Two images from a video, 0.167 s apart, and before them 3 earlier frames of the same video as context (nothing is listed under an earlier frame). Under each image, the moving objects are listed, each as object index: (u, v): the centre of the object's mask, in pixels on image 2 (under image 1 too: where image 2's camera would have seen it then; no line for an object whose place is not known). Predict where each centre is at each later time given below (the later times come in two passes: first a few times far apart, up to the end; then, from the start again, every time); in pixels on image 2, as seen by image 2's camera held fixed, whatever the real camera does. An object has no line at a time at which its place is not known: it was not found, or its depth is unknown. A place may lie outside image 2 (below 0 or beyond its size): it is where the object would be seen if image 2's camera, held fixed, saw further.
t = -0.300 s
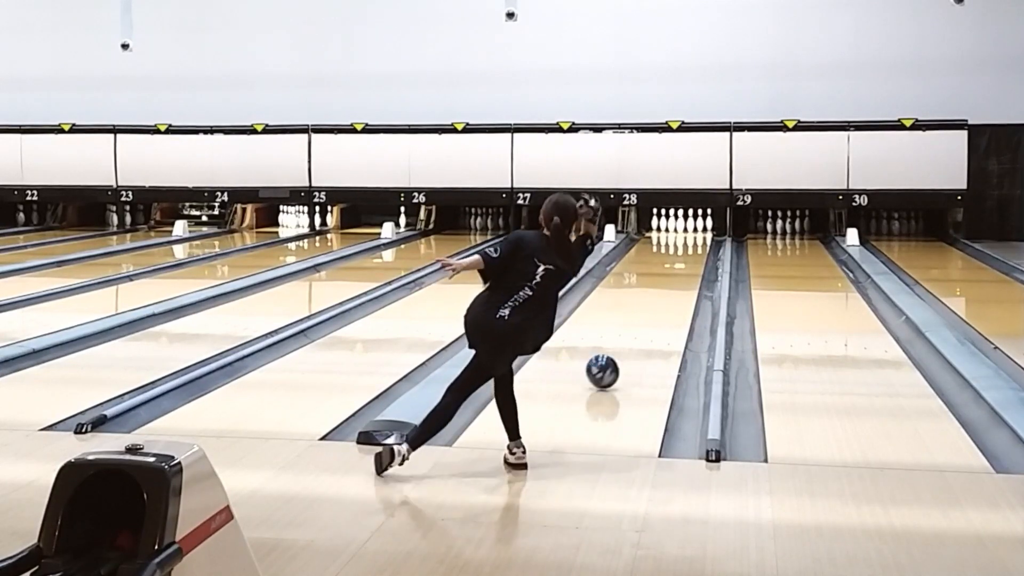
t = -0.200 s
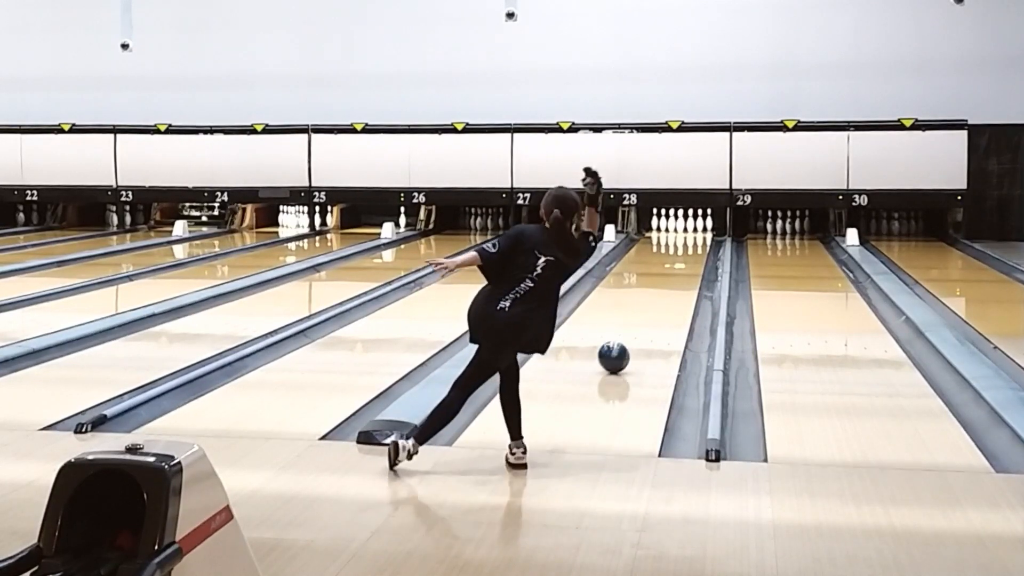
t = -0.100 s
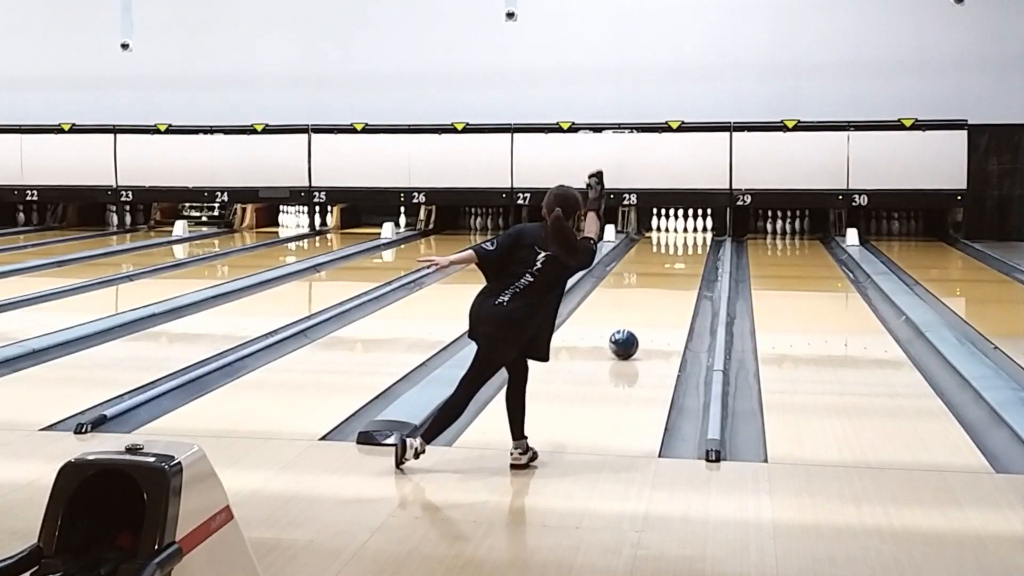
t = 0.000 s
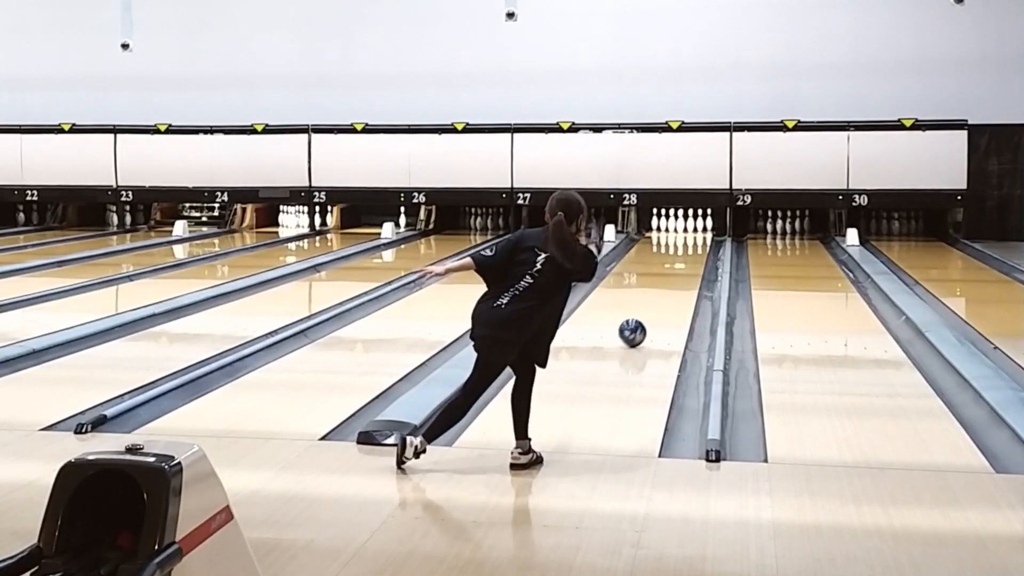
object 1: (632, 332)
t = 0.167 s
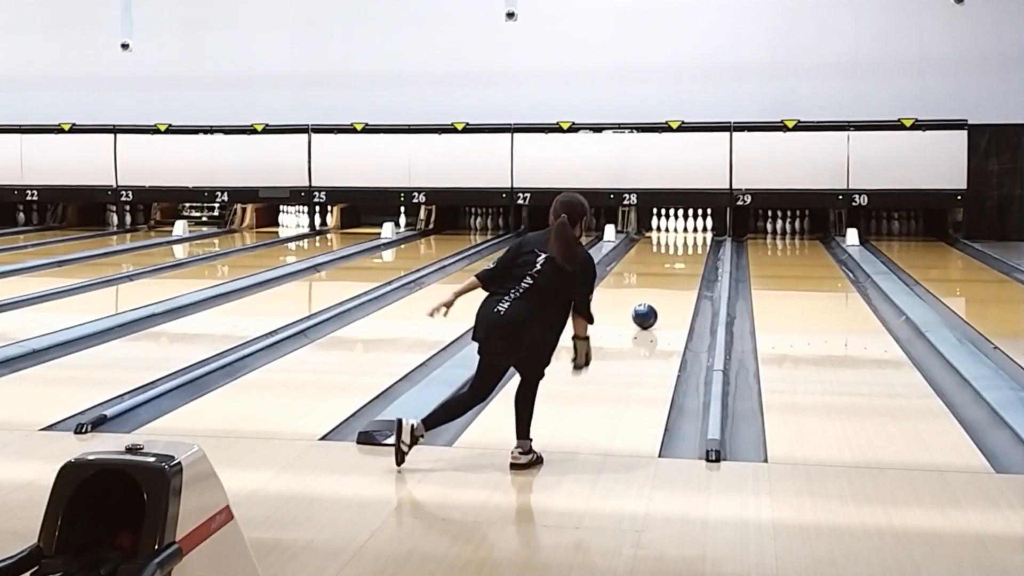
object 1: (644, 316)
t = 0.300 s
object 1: (653, 305)
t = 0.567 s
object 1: (666, 286)
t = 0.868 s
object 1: (677, 269)
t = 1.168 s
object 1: (686, 256)
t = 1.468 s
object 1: (691, 245)
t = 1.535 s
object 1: (691, 243)
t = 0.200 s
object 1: (647, 313)
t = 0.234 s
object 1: (649, 310)
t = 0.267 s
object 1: (651, 307)
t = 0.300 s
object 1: (653, 305)
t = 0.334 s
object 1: (655, 302)
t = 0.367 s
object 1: (656, 299)
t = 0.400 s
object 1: (658, 297)
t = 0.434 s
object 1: (660, 294)
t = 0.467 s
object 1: (662, 292)
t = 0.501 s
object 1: (663, 290)
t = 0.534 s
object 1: (665, 288)
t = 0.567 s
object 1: (666, 286)
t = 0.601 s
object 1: (668, 284)
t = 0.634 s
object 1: (669, 281)
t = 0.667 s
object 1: (670, 280)
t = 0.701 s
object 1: (672, 277)
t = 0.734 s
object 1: (673, 276)
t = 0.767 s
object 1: (674, 274)
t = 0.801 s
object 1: (676, 272)
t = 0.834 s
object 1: (676, 271)
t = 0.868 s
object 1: (677, 269)
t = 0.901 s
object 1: (679, 267)
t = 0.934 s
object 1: (680, 266)
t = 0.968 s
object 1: (681, 264)
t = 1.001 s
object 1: (682, 263)
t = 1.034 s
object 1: (683, 261)
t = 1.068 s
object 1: (684, 260)
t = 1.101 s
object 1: (684, 258)
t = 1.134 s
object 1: (685, 257)
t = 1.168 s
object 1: (686, 256)
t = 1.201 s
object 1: (687, 254)
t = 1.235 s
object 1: (687, 253)
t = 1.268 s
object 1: (688, 252)
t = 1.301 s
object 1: (689, 251)
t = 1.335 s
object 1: (689, 249)
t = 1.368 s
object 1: (690, 248)
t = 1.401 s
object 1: (690, 247)
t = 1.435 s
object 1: (691, 246)
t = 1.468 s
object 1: (691, 245)
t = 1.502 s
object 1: (691, 244)
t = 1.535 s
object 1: (691, 243)
